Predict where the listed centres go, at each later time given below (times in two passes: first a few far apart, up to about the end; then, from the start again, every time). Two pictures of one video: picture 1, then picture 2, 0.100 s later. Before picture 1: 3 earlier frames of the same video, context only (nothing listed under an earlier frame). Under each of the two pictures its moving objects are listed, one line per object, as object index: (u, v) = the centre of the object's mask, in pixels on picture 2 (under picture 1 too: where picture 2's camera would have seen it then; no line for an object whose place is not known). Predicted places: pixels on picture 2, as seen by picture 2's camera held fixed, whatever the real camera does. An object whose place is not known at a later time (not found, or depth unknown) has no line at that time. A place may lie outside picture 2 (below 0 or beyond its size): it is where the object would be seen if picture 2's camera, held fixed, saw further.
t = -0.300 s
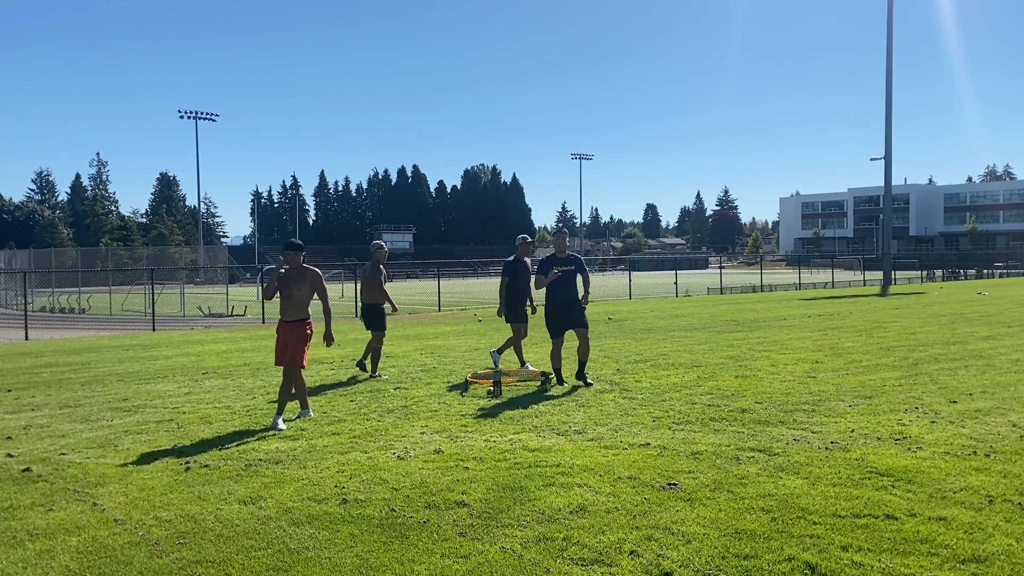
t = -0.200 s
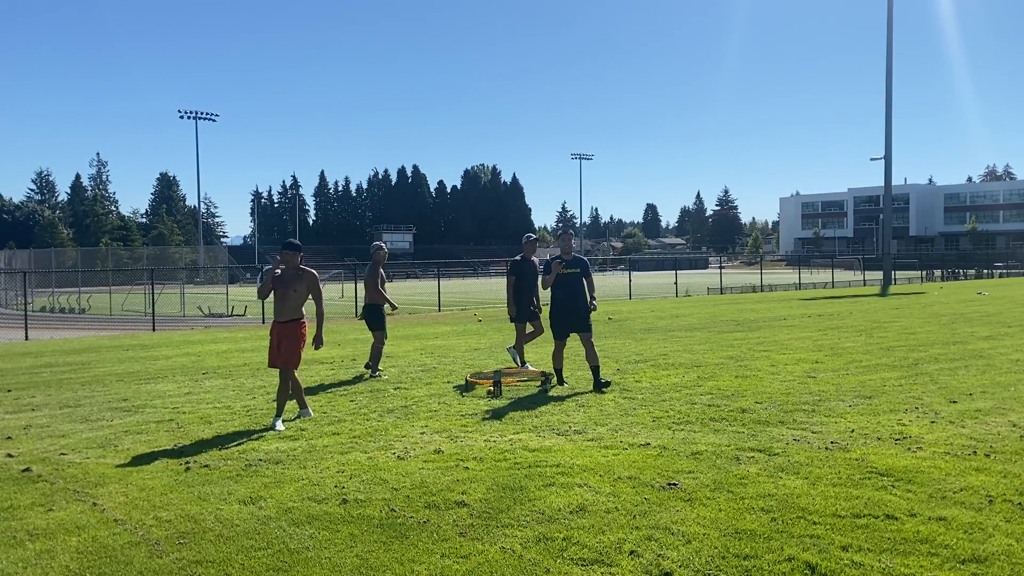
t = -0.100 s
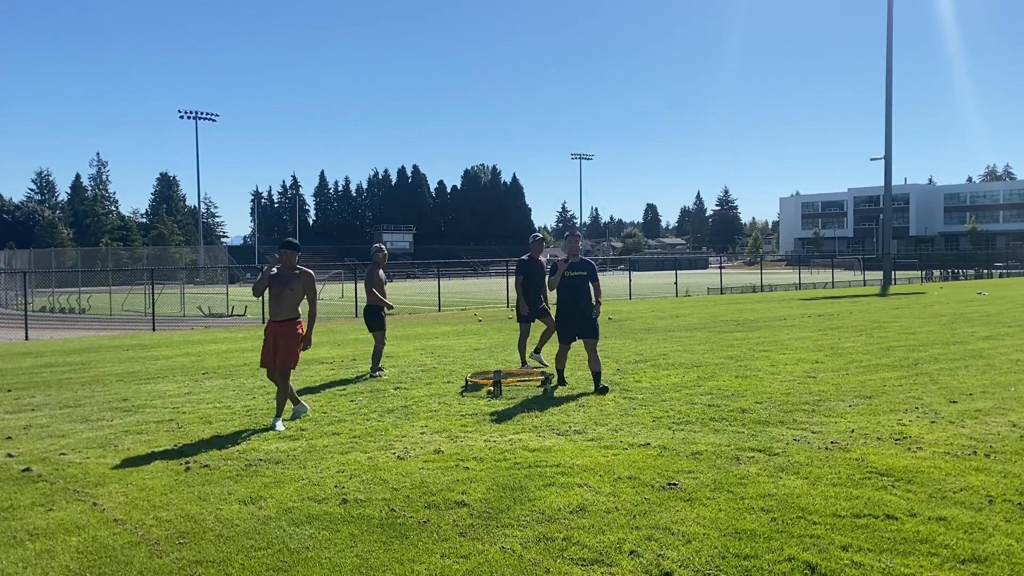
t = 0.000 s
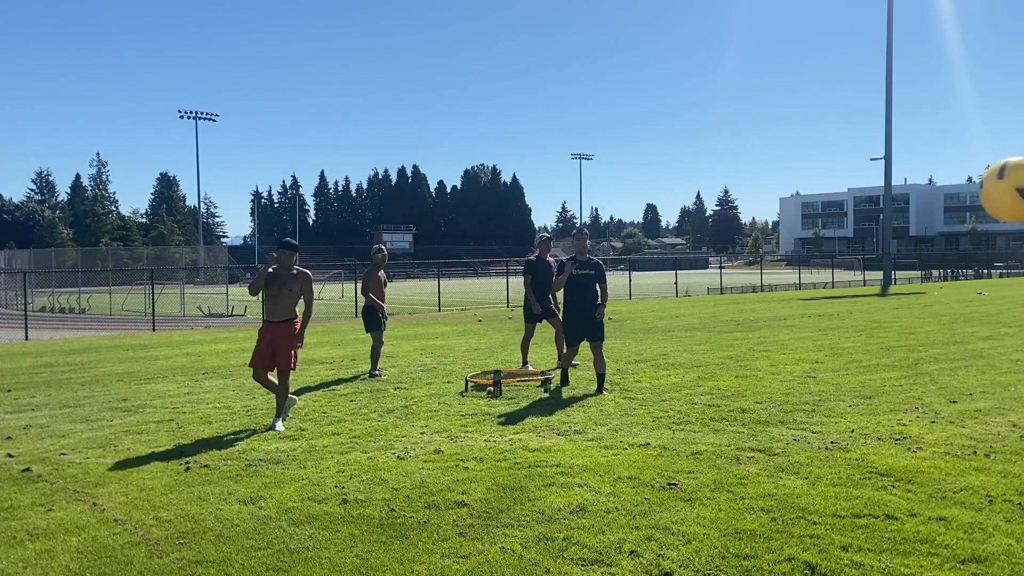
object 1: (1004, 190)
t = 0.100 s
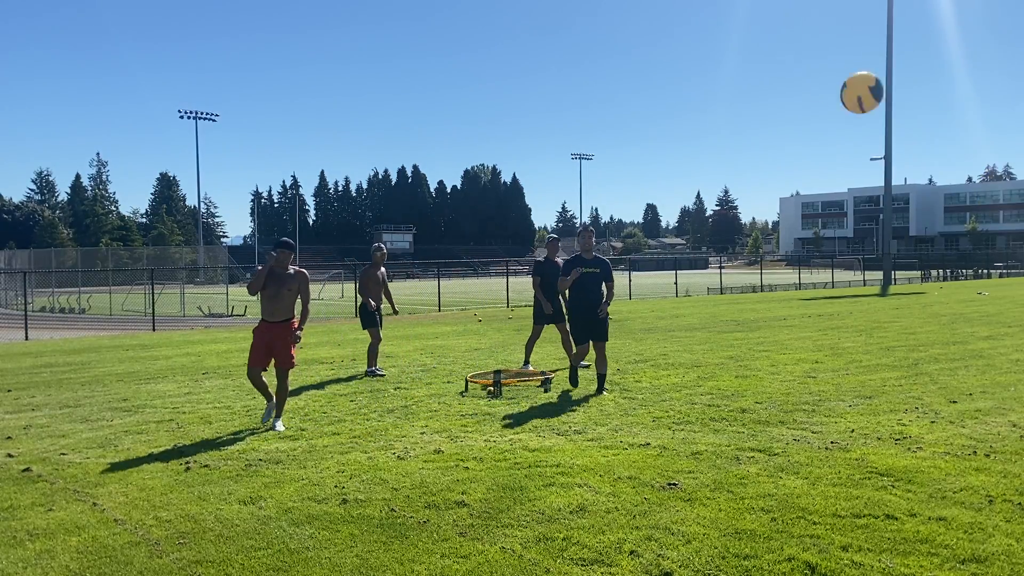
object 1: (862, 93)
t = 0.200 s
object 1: (793, 82)
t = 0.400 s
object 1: (728, 137)
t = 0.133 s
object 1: (833, 84)
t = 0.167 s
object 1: (811, 81)
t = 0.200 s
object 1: (793, 82)
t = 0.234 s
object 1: (778, 87)
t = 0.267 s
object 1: (765, 94)
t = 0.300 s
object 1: (754, 102)
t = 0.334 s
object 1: (744, 112)
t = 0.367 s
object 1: (736, 124)
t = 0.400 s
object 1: (728, 137)
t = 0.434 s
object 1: (722, 150)
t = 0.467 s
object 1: (716, 164)
